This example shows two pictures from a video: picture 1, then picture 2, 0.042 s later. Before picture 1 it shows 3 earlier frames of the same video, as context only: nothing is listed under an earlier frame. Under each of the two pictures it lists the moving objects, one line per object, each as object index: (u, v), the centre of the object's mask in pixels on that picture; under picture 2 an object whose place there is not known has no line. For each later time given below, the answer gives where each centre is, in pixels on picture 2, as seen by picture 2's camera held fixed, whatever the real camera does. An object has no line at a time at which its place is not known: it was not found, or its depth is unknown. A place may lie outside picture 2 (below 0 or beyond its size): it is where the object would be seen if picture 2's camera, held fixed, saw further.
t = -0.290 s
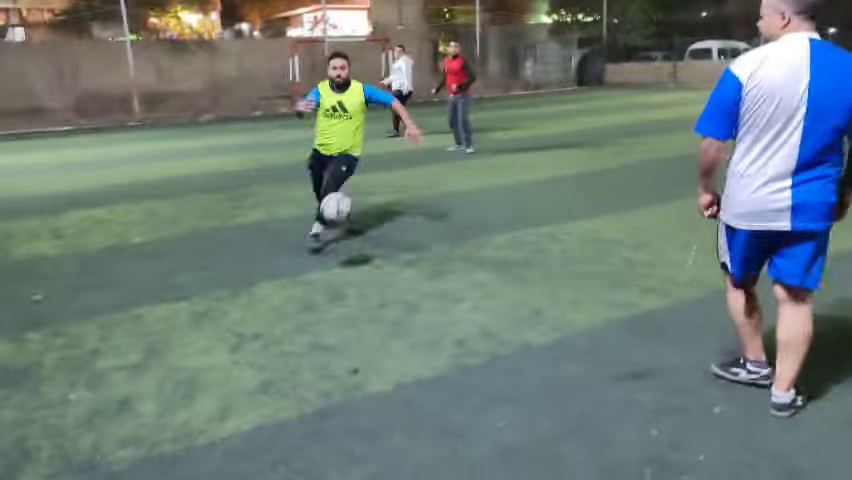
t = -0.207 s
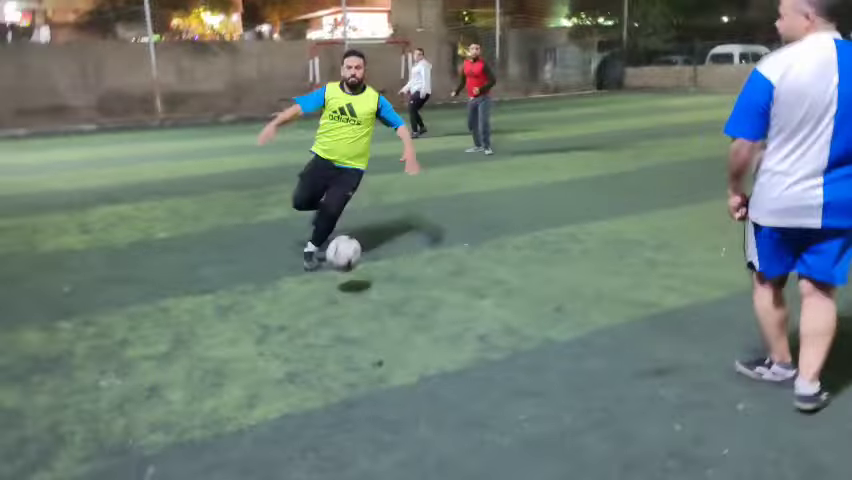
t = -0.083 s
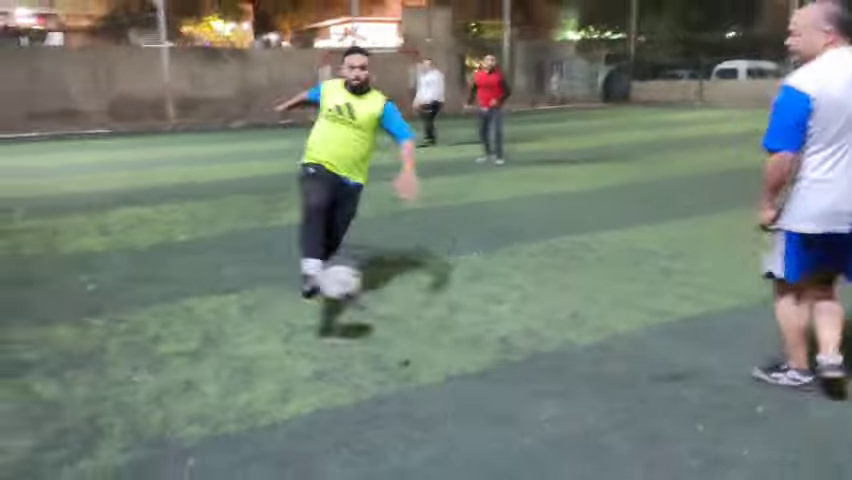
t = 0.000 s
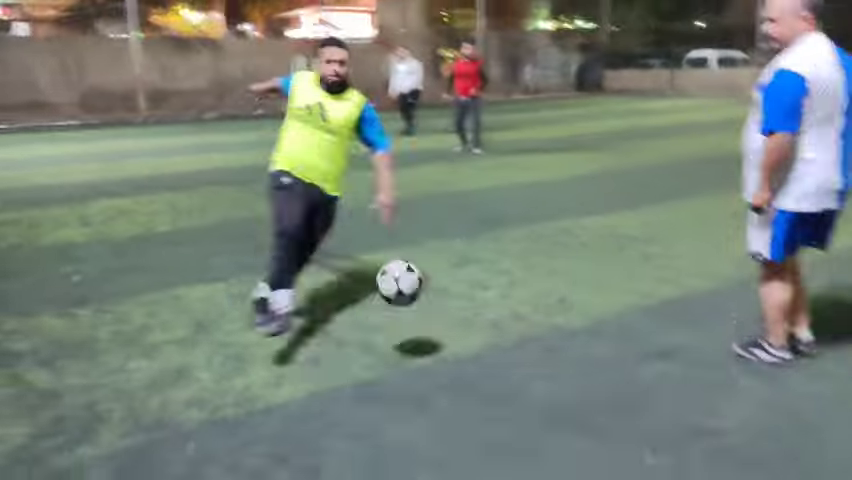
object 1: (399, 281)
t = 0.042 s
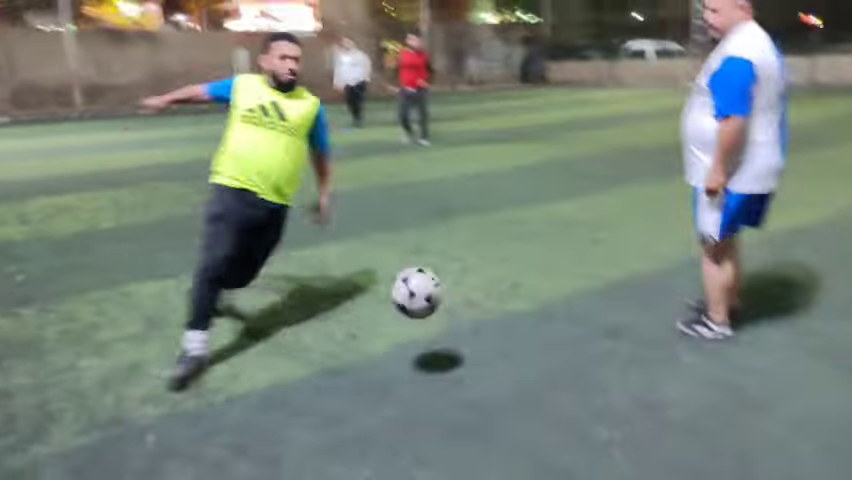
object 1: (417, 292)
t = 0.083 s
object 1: (452, 306)
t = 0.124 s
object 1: (530, 344)
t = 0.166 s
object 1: (627, 418)
